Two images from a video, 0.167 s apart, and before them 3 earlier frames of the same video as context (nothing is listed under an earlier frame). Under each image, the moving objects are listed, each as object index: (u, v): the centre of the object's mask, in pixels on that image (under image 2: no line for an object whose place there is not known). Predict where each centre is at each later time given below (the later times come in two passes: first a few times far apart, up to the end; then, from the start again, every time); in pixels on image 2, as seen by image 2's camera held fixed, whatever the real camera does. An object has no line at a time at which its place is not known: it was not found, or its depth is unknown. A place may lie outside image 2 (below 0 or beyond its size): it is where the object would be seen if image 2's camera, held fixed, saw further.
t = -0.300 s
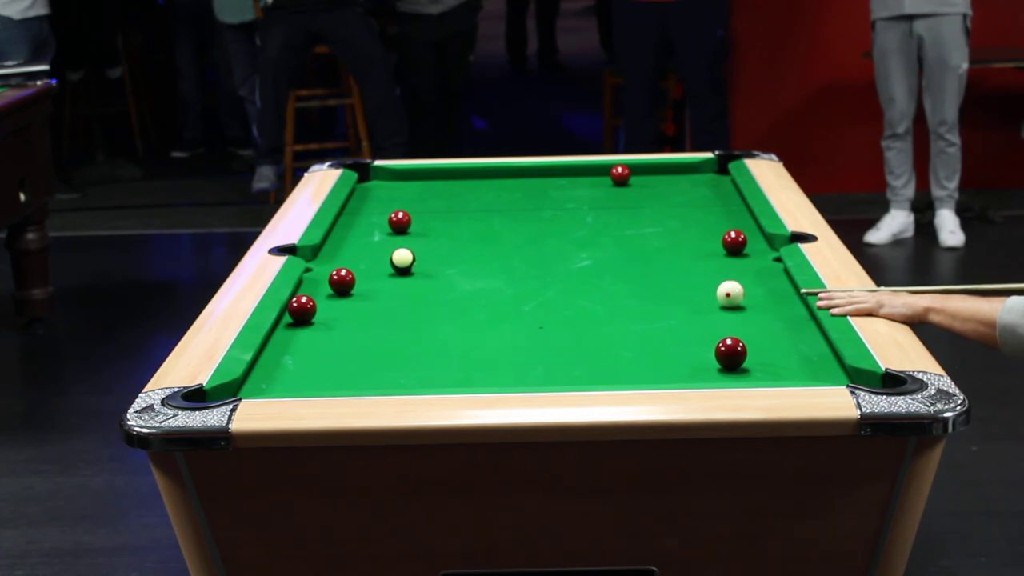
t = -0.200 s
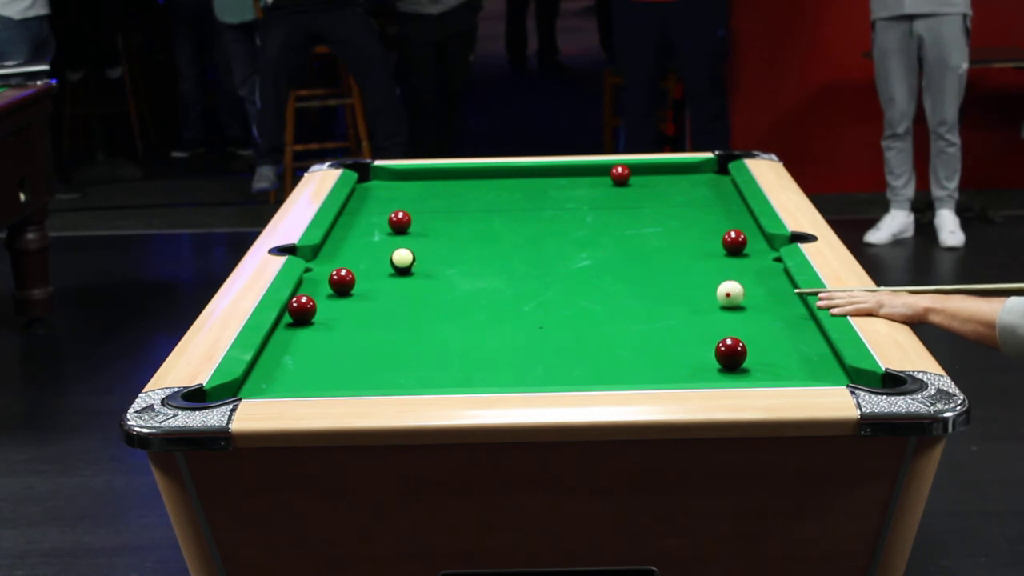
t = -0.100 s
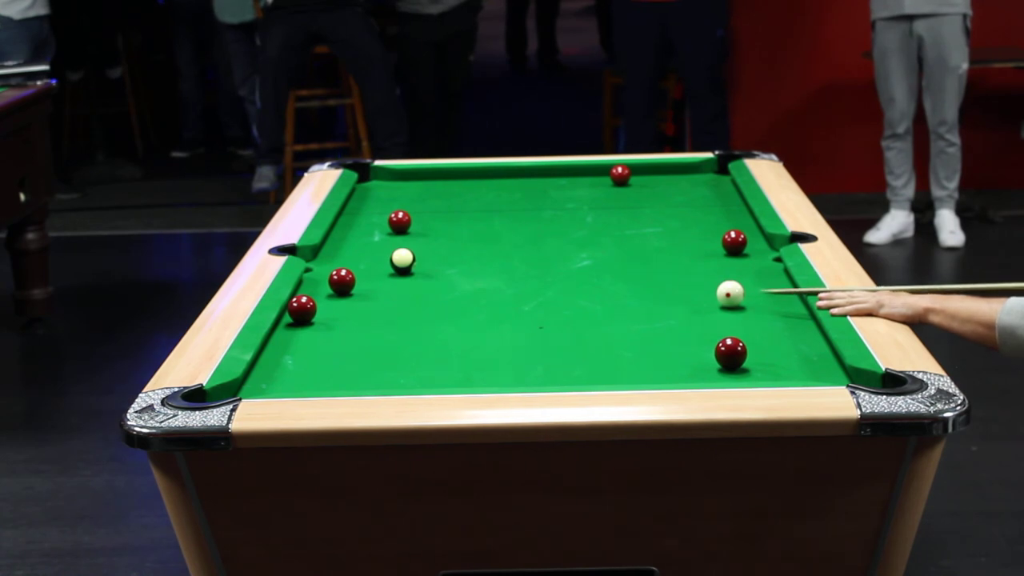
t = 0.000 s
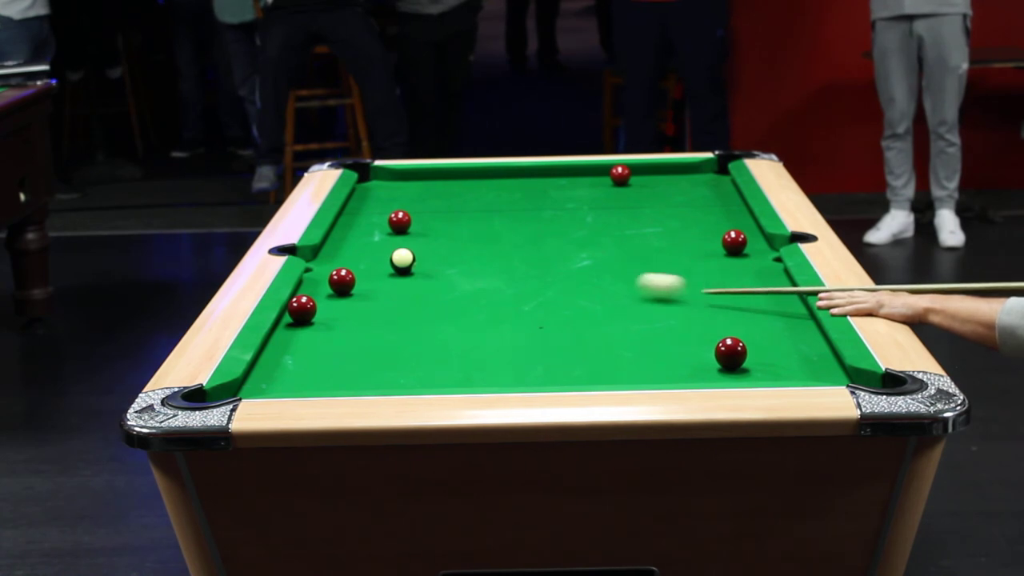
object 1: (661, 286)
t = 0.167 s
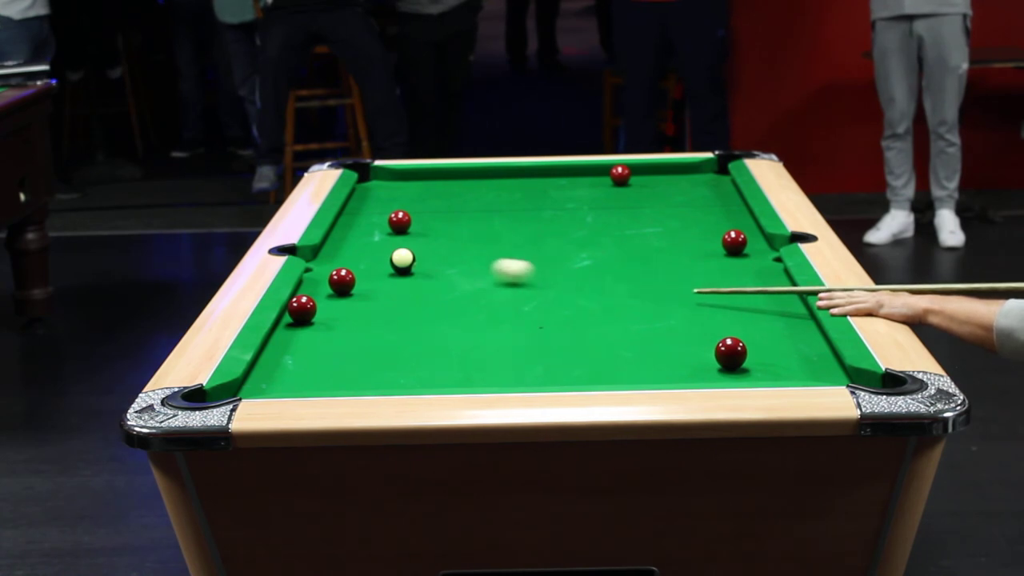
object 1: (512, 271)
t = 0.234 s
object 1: (461, 266)
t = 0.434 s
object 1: (431, 256)
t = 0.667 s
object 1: (412, 246)
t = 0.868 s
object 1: (398, 239)
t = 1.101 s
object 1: (383, 231)
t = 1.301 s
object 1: (371, 224)
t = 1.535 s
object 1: (359, 218)
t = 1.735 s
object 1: (351, 212)
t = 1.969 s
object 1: (357, 207)
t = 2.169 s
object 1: (364, 203)
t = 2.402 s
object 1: (372, 199)
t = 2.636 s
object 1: (379, 196)
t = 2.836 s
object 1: (384, 194)
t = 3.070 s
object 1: (390, 191)
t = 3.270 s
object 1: (394, 190)
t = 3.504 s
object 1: (398, 188)
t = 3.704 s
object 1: (400, 187)
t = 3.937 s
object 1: (403, 186)
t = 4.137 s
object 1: (404, 186)
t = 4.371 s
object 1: (404, 186)
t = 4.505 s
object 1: (404, 186)
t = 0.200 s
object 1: (487, 269)
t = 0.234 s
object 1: (461, 266)
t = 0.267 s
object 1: (436, 263)
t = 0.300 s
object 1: (429, 262)
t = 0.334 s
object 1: (431, 260)
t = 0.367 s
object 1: (432, 259)
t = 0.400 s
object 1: (432, 258)
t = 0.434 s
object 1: (431, 256)
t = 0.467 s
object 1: (428, 255)
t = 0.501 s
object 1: (426, 253)
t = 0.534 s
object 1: (423, 252)
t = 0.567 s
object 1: (420, 250)
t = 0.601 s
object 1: (418, 249)
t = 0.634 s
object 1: (415, 248)
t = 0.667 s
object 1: (412, 246)
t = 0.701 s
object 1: (410, 245)
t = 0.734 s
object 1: (407, 244)
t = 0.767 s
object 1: (405, 242)
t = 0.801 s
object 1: (403, 241)
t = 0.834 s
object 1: (400, 240)
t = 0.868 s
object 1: (398, 239)
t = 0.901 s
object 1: (396, 237)
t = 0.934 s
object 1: (394, 236)
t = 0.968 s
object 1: (391, 235)
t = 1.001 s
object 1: (389, 234)
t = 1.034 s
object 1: (387, 233)
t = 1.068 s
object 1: (385, 232)
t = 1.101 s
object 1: (383, 231)
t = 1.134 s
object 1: (381, 229)
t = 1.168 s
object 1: (379, 228)
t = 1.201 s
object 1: (377, 227)
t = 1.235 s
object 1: (376, 226)
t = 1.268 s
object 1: (373, 225)
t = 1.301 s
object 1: (371, 224)
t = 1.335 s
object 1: (370, 223)
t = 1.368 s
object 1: (368, 222)
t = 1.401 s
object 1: (366, 221)
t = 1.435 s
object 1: (364, 220)
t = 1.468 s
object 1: (363, 219)
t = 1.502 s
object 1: (361, 218)
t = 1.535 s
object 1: (359, 218)
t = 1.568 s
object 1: (358, 217)
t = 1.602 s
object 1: (356, 216)
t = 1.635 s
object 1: (355, 215)
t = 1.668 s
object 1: (353, 214)
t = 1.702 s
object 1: (352, 213)
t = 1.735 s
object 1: (351, 212)
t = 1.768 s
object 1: (349, 211)
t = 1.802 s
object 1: (350, 210)
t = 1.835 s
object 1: (352, 210)
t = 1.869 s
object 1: (353, 209)
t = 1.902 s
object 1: (354, 208)
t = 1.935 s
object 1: (355, 208)
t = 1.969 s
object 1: (357, 207)
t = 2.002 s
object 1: (358, 206)
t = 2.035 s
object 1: (359, 206)
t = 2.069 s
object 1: (360, 205)
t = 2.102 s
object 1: (362, 205)
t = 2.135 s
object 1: (363, 204)
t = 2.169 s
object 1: (364, 203)
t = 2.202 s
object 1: (365, 203)
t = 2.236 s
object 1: (366, 202)
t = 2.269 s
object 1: (368, 202)
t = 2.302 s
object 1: (369, 201)
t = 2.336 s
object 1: (370, 200)
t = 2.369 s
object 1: (371, 200)
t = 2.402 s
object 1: (372, 199)
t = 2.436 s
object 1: (373, 199)
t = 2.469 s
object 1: (374, 199)
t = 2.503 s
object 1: (375, 198)
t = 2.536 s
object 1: (376, 197)
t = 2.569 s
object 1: (377, 197)
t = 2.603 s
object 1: (378, 197)
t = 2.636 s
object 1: (379, 196)
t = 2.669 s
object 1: (380, 196)
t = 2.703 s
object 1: (381, 196)
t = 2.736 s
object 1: (381, 195)
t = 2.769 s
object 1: (382, 195)
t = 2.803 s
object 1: (383, 195)
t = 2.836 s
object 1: (384, 194)
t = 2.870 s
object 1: (385, 194)
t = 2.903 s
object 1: (386, 193)
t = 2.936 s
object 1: (387, 193)
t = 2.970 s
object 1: (388, 193)
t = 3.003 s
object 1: (388, 192)
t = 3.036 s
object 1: (389, 192)
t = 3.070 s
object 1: (390, 191)
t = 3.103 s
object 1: (391, 191)
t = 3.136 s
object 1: (391, 191)
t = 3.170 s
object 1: (392, 191)
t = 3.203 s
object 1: (392, 190)
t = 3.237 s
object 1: (393, 190)
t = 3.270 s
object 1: (394, 190)
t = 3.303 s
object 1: (395, 190)
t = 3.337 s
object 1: (395, 190)
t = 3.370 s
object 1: (396, 189)
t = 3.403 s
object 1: (397, 189)
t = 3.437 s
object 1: (397, 189)
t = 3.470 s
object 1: (397, 188)
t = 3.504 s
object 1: (398, 188)
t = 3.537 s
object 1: (398, 188)
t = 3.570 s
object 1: (399, 188)
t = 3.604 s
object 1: (399, 187)
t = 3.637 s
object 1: (400, 188)
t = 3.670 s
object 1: (400, 187)
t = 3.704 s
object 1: (400, 187)
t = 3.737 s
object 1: (401, 187)
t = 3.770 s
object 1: (401, 186)
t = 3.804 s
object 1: (402, 187)
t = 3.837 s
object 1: (402, 186)
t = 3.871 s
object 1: (402, 186)
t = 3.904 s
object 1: (403, 186)
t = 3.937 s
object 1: (403, 186)
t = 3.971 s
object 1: (403, 186)
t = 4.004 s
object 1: (403, 186)
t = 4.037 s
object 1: (403, 186)
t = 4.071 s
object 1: (403, 186)
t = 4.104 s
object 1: (404, 186)
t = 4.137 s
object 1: (404, 186)
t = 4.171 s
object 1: (404, 186)
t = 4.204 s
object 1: (404, 186)
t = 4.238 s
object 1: (404, 186)
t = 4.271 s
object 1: (404, 186)
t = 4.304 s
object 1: (404, 186)
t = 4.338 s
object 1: (404, 186)
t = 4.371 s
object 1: (404, 186)
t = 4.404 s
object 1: (404, 186)
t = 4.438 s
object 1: (404, 186)
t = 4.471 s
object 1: (404, 186)
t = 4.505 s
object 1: (404, 186)
